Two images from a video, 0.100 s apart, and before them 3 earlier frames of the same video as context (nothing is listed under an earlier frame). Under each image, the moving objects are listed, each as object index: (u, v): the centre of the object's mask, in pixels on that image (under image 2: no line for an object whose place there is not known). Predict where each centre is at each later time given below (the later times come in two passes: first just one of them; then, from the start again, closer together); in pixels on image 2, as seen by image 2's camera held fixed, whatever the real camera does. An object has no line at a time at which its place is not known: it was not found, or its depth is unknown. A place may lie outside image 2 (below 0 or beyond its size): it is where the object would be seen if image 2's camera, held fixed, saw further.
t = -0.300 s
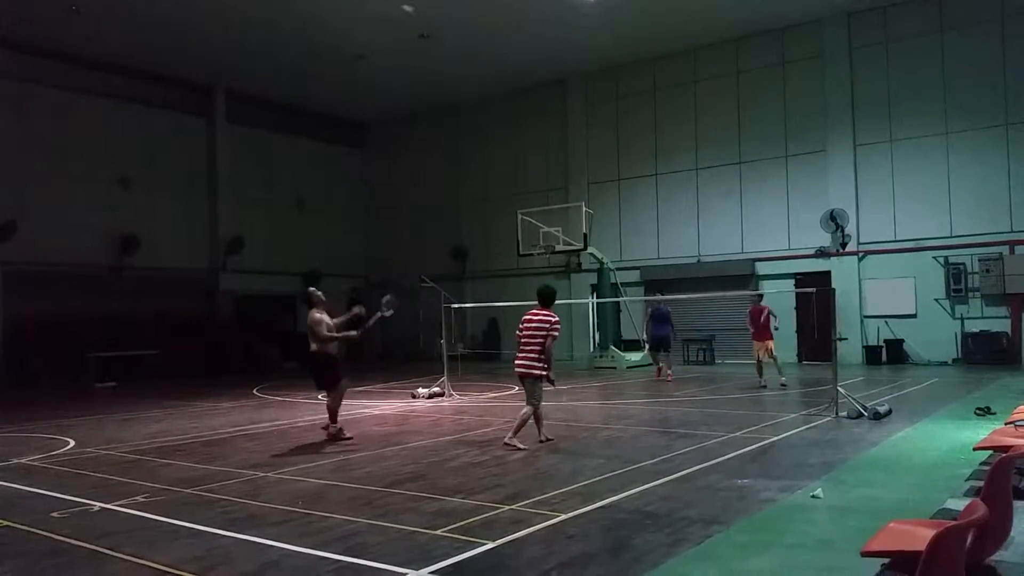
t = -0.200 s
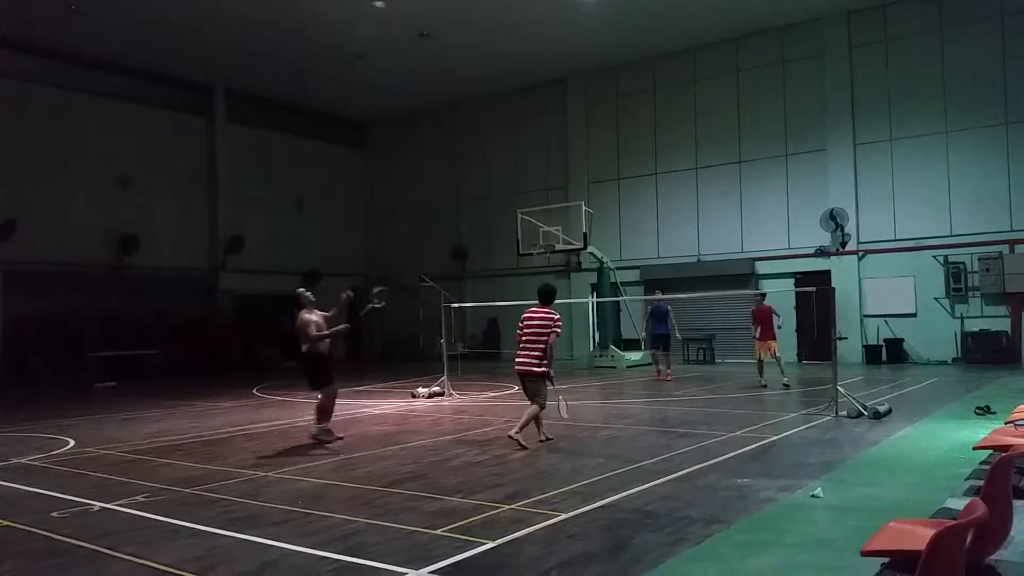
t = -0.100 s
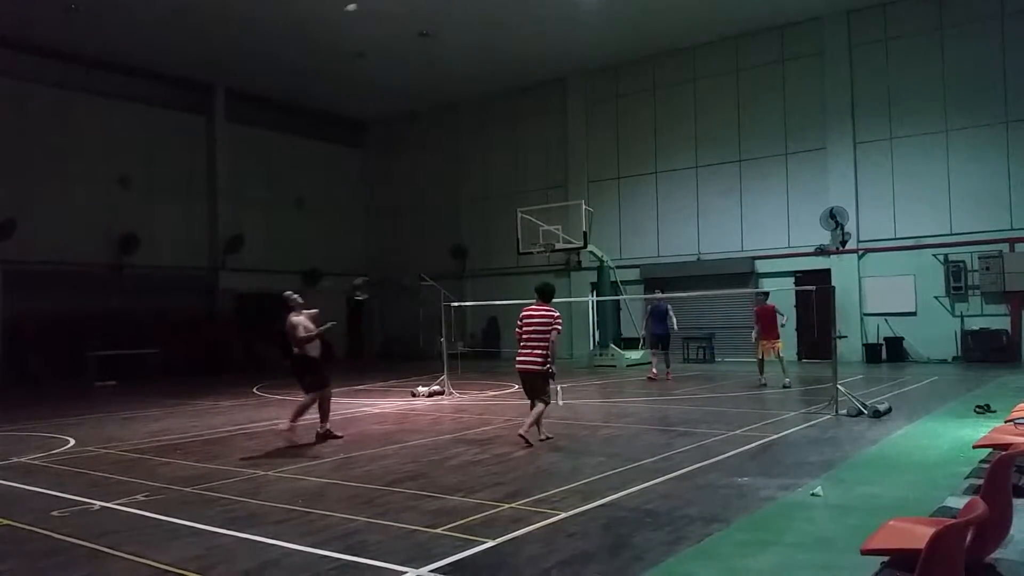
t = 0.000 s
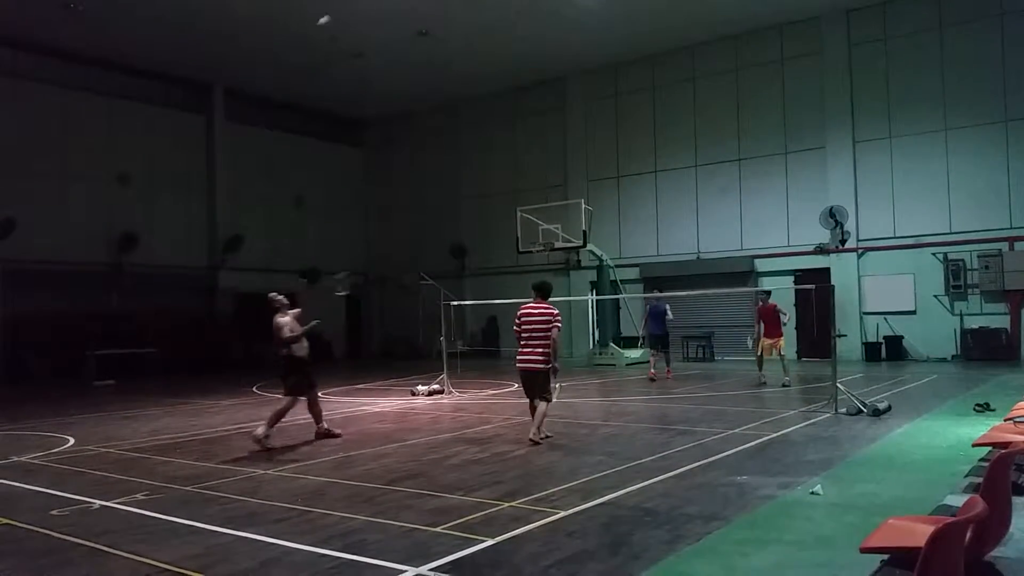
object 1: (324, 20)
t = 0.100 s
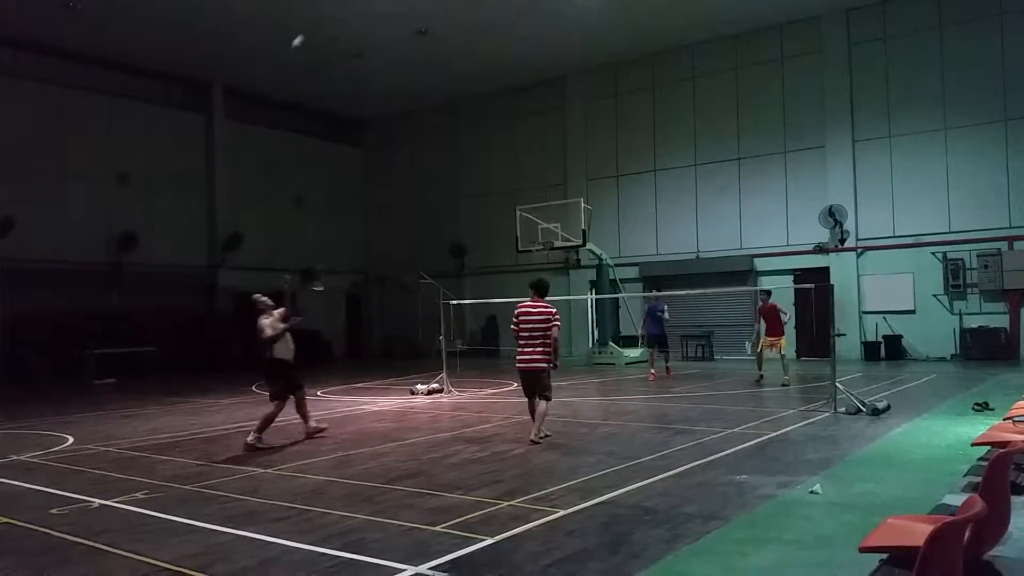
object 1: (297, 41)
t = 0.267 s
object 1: (259, 96)
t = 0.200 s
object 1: (274, 72)
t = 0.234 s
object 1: (266, 84)
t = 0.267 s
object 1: (259, 96)
